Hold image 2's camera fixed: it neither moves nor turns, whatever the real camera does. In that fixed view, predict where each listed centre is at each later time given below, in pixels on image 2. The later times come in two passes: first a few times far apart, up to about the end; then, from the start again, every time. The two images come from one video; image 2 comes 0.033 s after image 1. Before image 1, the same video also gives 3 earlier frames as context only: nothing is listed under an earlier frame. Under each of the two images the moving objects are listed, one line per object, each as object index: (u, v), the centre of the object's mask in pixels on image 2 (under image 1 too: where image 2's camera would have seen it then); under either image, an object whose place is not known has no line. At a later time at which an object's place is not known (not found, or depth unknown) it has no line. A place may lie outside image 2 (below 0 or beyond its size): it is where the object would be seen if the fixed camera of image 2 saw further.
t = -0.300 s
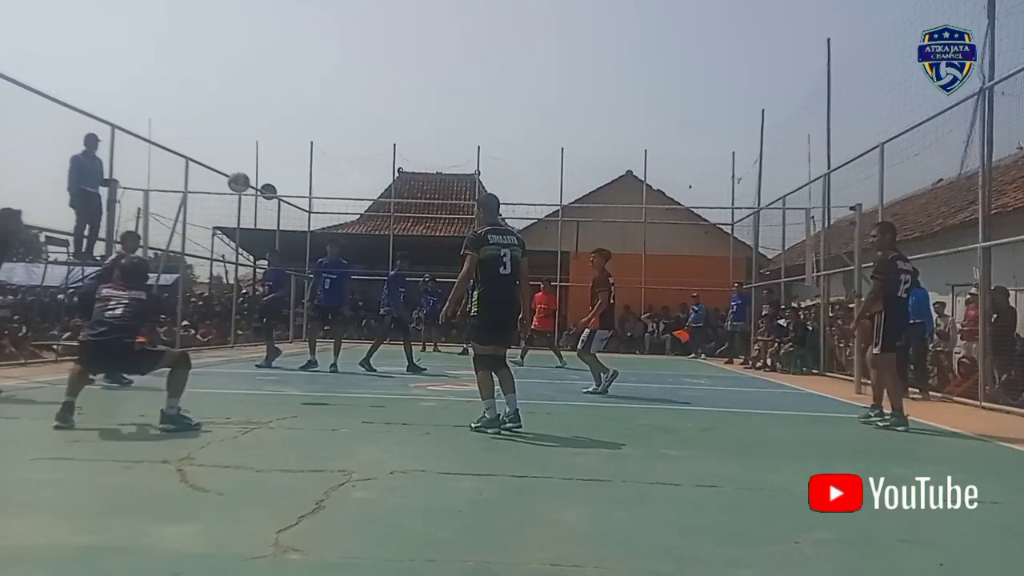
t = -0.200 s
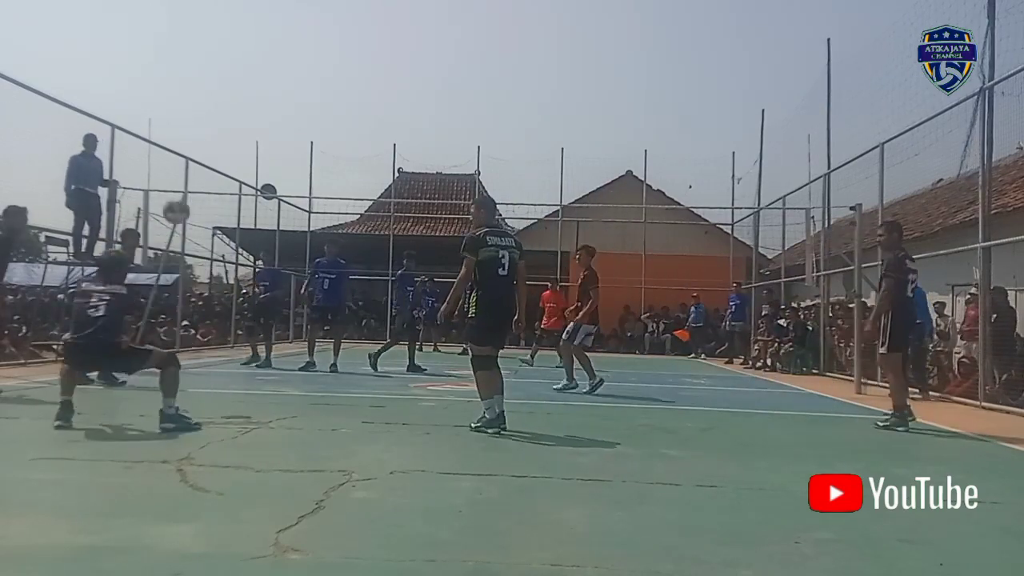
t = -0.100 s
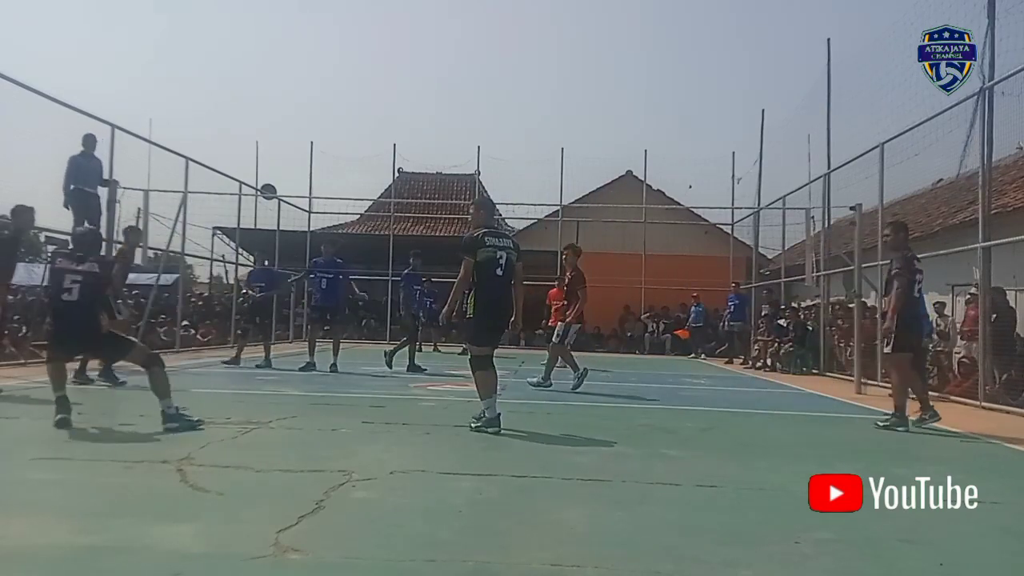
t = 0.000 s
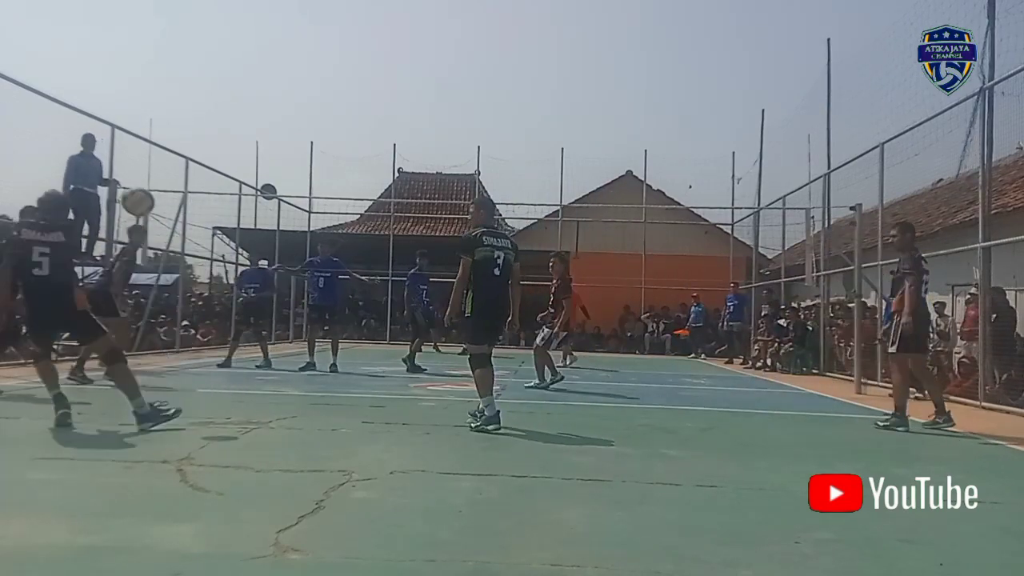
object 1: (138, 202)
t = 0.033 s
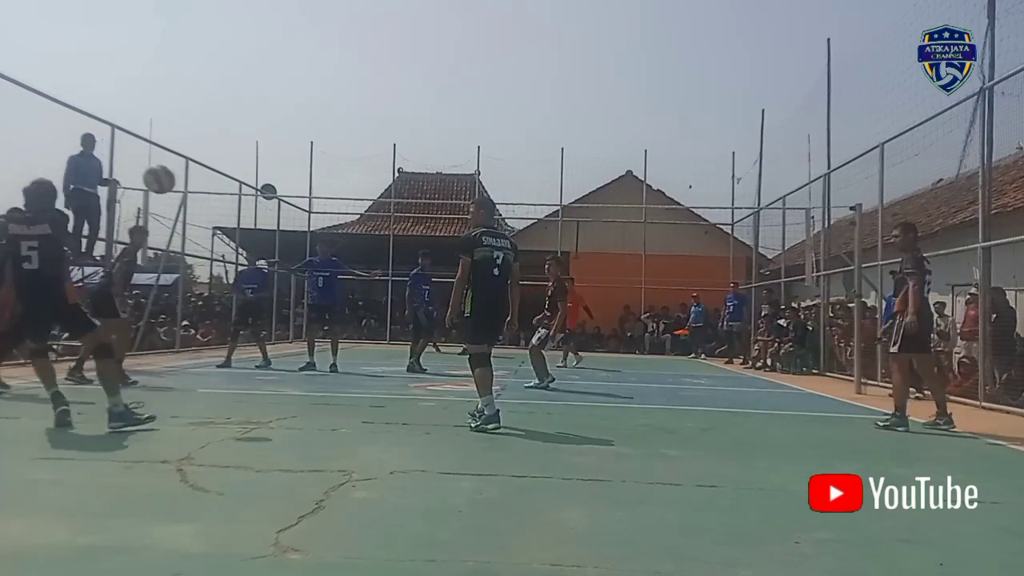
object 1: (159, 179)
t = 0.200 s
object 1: (258, 95)
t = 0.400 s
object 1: (362, 47)
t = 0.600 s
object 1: (453, 53)
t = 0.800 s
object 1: (532, 107)
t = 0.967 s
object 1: (589, 184)
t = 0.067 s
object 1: (180, 159)
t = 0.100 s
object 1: (200, 140)
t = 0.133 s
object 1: (220, 123)
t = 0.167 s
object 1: (239, 108)
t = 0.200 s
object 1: (258, 95)
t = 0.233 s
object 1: (276, 83)
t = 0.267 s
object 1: (294, 72)
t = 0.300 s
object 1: (312, 64)
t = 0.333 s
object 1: (329, 57)
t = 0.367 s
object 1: (346, 51)
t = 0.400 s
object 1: (362, 47)
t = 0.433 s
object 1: (378, 45)
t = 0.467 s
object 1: (394, 44)
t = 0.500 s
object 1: (410, 44)
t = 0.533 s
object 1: (425, 46)
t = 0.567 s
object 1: (439, 49)
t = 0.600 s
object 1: (453, 53)
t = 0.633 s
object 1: (467, 59)
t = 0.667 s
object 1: (481, 66)
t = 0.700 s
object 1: (495, 74)
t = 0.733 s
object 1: (507, 84)
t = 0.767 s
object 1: (520, 95)
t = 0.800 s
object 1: (532, 107)
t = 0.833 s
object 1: (545, 120)
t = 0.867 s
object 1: (556, 134)
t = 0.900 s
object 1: (568, 150)
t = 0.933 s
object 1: (578, 167)
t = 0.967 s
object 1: (589, 184)
